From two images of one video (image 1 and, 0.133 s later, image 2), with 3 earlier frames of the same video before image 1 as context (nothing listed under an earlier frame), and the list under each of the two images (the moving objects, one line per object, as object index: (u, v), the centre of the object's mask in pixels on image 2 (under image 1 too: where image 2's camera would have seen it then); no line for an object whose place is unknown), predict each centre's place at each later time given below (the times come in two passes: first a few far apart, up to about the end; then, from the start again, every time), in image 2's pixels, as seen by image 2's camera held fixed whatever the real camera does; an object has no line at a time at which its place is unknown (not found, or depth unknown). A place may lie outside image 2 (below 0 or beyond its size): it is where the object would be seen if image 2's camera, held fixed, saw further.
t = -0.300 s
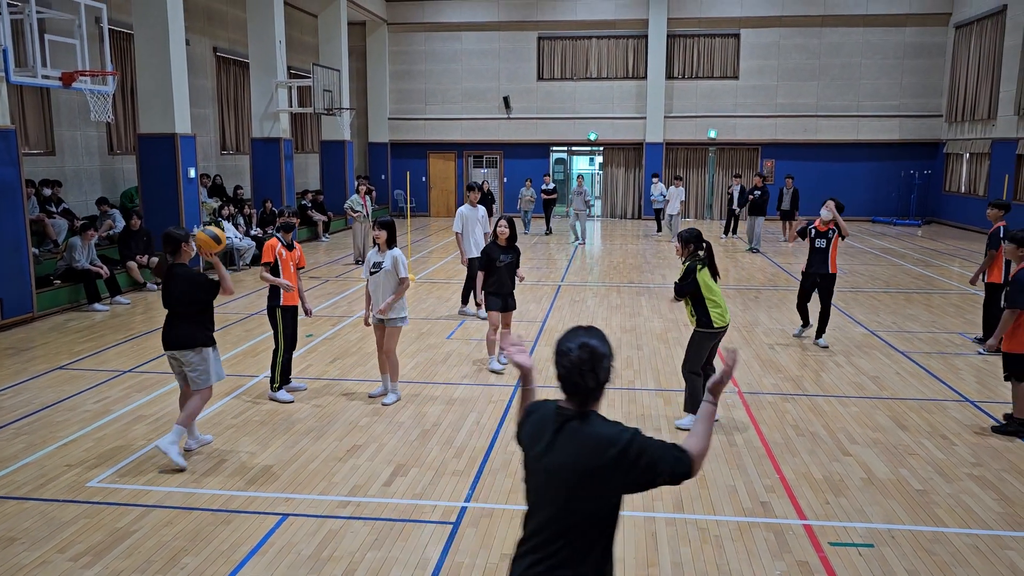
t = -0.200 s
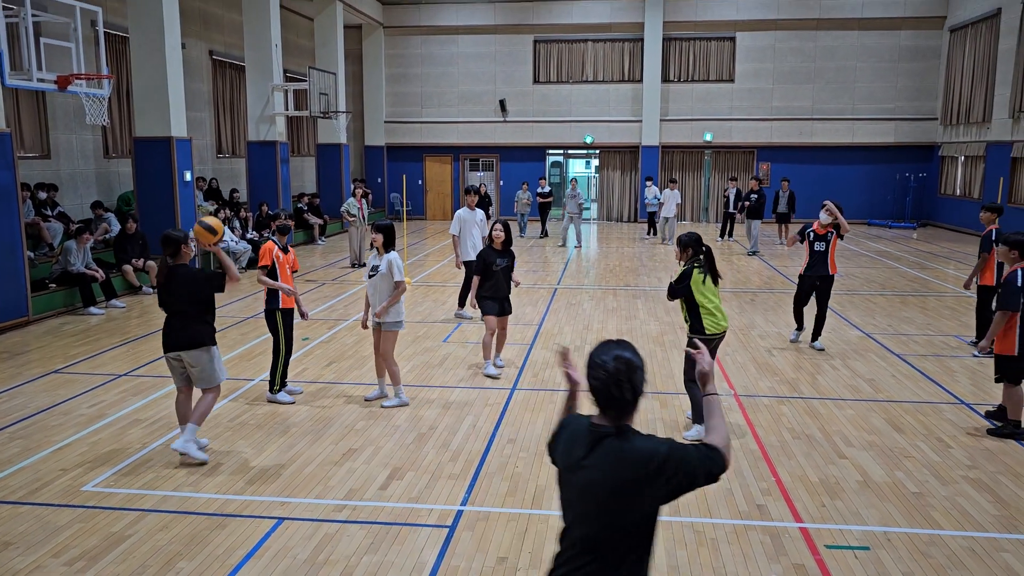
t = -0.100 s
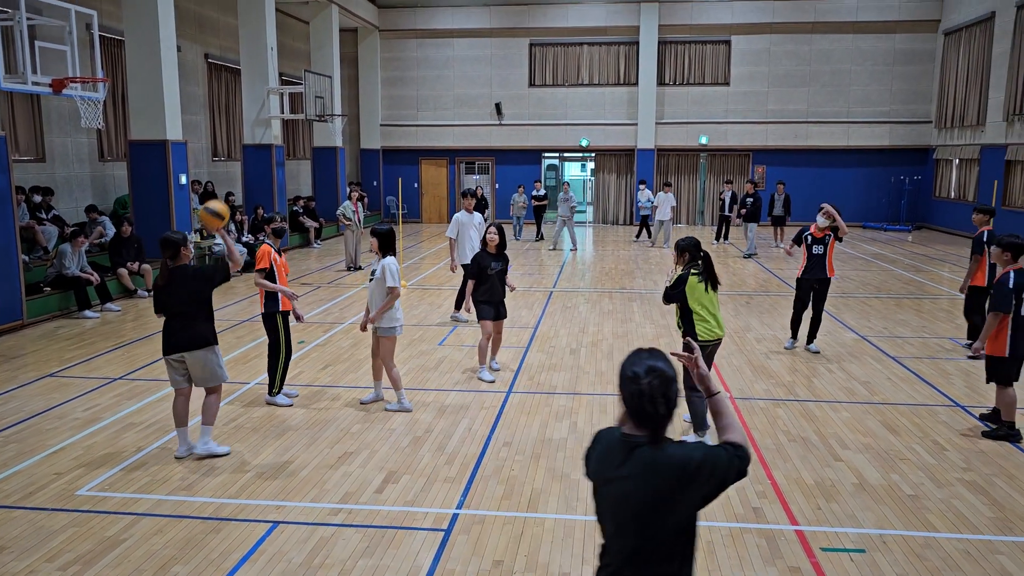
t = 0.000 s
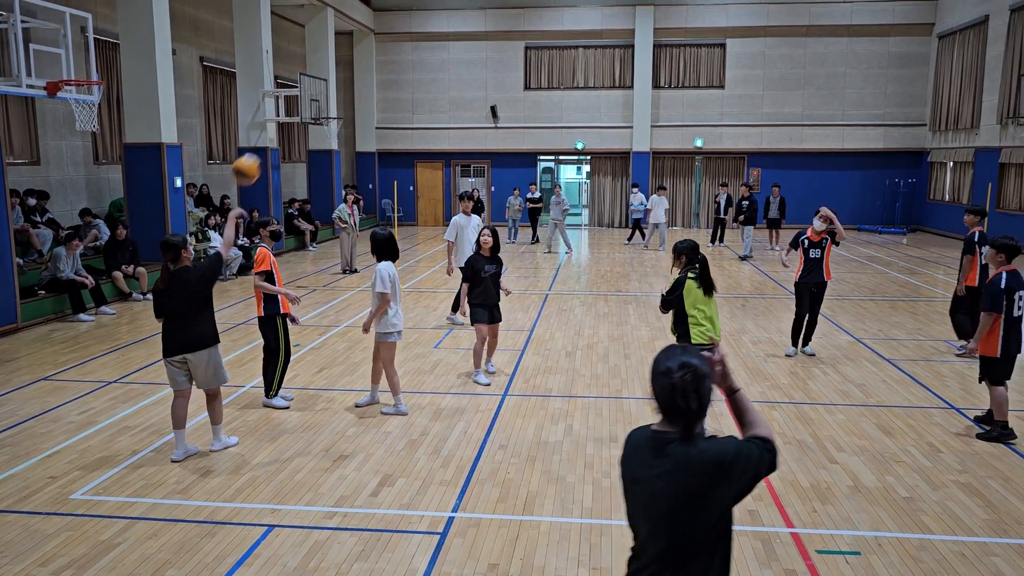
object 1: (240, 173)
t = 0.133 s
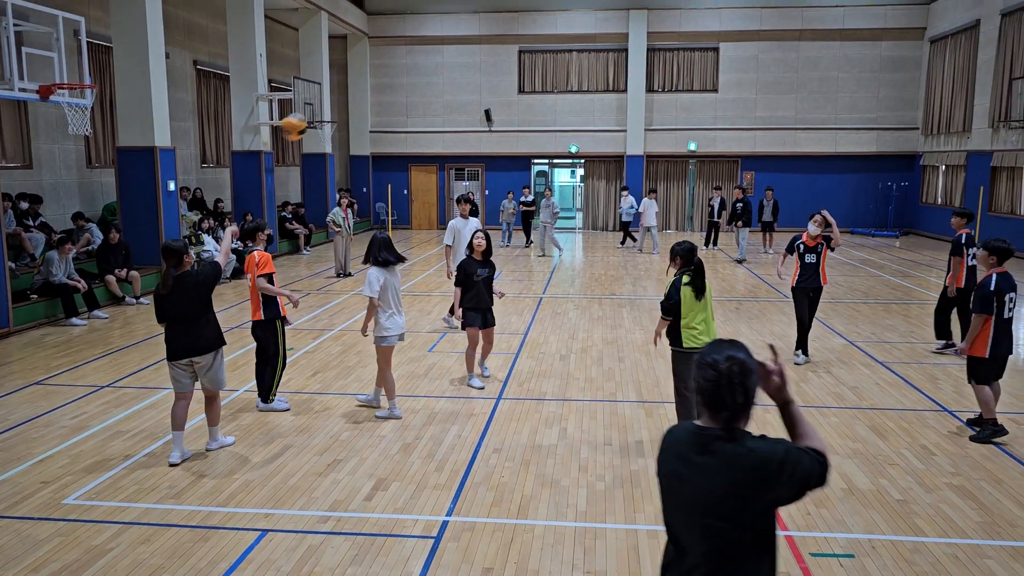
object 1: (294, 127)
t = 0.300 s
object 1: (349, 106)
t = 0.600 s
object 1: (423, 142)
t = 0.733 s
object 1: (448, 177)
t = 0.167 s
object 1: (305, 119)
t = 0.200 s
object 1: (317, 114)
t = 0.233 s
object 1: (329, 110)
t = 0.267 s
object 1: (339, 108)
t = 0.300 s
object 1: (349, 106)
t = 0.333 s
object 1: (358, 106)
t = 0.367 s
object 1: (368, 107)
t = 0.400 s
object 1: (377, 109)
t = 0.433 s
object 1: (385, 112)
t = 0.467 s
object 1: (394, 116)
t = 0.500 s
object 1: (402, 122)
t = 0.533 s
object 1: (409, 127)
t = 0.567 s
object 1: (417, 134)
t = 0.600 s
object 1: (423, 142)
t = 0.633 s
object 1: (430, 150)
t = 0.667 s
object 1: (436, 159)
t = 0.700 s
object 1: (442, 168)
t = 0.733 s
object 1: (448, 177)
